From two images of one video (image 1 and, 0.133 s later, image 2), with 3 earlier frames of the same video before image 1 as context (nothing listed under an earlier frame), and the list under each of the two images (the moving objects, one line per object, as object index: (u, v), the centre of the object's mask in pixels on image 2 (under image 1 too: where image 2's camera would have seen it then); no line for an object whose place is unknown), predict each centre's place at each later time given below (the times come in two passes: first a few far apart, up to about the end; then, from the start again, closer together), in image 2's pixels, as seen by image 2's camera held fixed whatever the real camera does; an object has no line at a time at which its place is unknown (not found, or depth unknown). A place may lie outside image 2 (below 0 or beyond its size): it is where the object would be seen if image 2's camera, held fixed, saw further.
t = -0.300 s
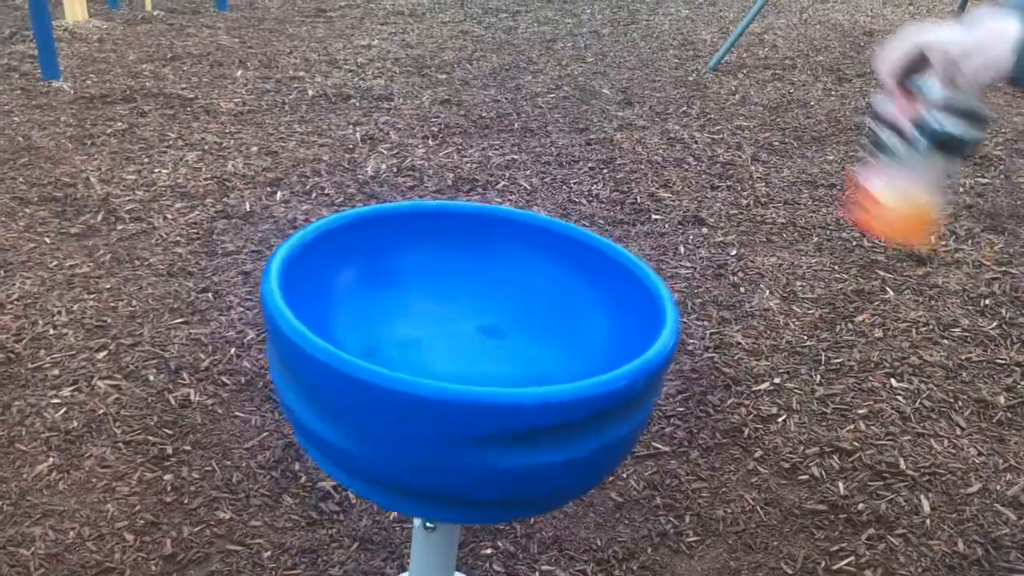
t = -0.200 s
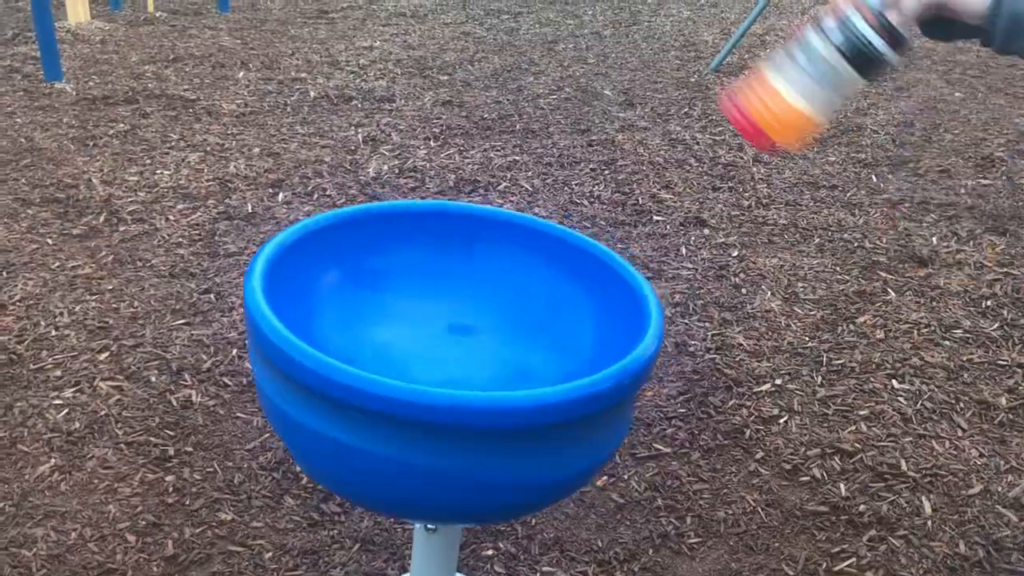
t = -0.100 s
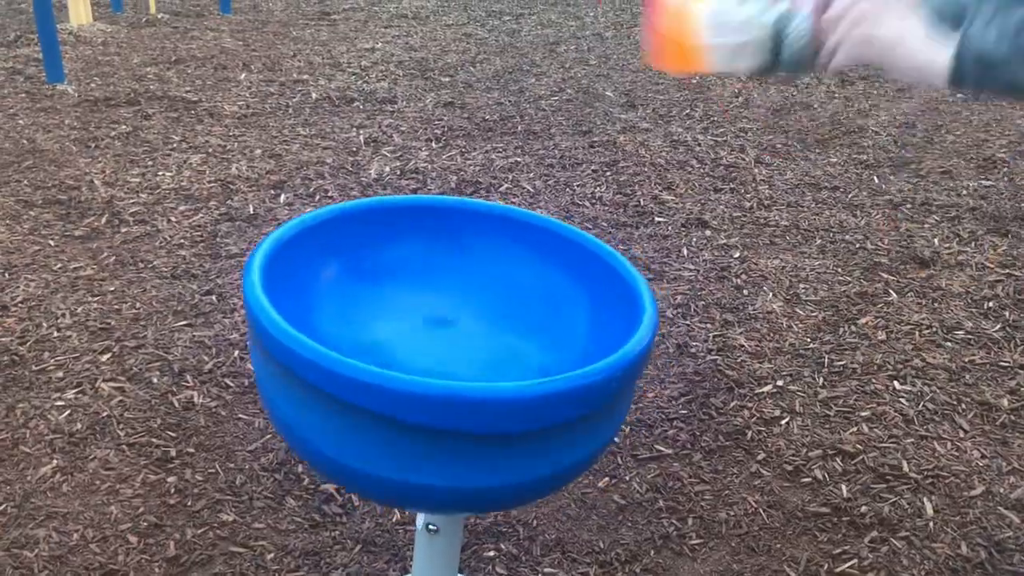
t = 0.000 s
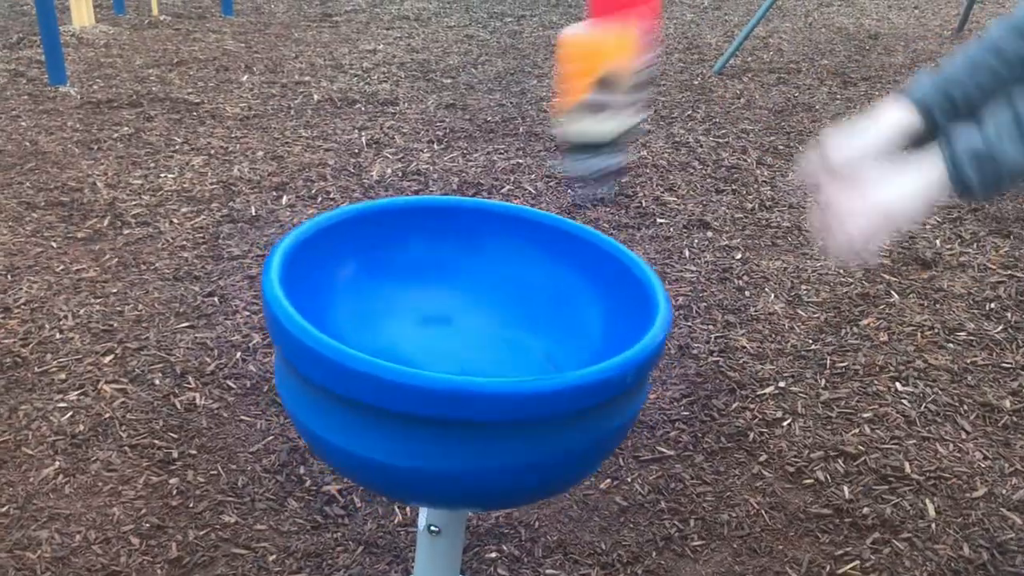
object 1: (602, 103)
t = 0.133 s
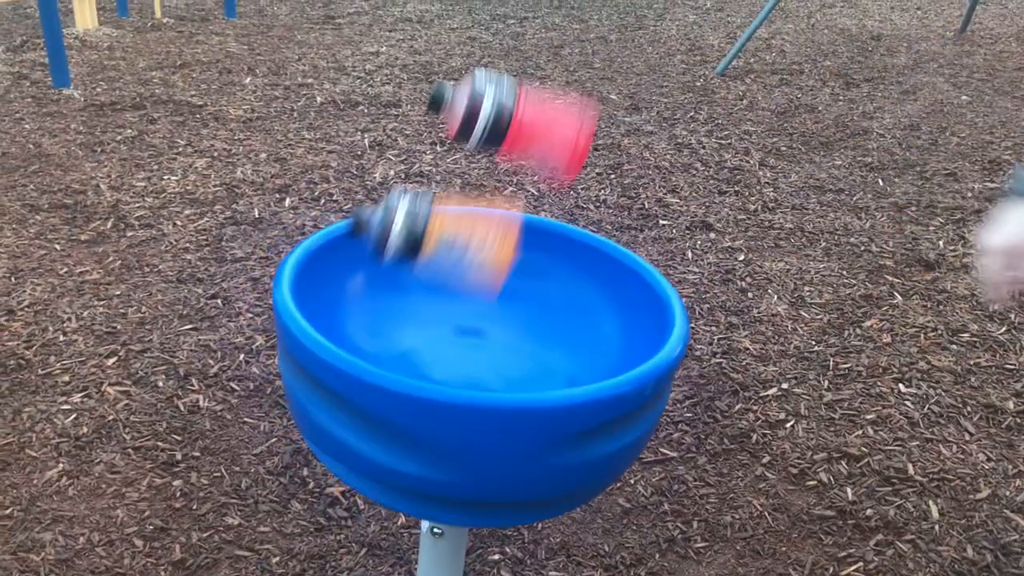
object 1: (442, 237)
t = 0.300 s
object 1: (363, 338)
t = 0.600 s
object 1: (468, 302)
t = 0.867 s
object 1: (393, 330)
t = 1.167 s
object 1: (14, 195)
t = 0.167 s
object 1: (421, 278)
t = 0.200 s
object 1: (392, 332)
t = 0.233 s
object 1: (378, 344)
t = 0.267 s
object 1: (374, 345)
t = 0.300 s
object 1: (363, 338)
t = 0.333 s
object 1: (358, 334)
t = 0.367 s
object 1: (357, 331)
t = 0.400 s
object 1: (354, 330)
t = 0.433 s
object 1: (351, 325)
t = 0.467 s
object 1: (352, 314)
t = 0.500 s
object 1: (377, 306)
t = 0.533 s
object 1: (413, 303)
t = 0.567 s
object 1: (438, 302)
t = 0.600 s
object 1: (468, 302)
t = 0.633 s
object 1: (504, 309)
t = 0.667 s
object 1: (541, 320)
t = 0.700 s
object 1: (570, 331)
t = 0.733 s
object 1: (586, 340)
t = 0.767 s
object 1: (578, 349)
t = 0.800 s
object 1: (542, 356)
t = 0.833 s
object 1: (467, 351)
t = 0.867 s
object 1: (393, 330)
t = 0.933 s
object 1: (263, 257)
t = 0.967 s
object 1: (222, 226)
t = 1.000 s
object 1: (175, 201)
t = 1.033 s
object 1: (132, 185)
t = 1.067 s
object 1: (88, 179)
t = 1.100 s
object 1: (39, 182)
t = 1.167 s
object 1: (14, 195)
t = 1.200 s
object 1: (1, 212)
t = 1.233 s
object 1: (-12, 233)
